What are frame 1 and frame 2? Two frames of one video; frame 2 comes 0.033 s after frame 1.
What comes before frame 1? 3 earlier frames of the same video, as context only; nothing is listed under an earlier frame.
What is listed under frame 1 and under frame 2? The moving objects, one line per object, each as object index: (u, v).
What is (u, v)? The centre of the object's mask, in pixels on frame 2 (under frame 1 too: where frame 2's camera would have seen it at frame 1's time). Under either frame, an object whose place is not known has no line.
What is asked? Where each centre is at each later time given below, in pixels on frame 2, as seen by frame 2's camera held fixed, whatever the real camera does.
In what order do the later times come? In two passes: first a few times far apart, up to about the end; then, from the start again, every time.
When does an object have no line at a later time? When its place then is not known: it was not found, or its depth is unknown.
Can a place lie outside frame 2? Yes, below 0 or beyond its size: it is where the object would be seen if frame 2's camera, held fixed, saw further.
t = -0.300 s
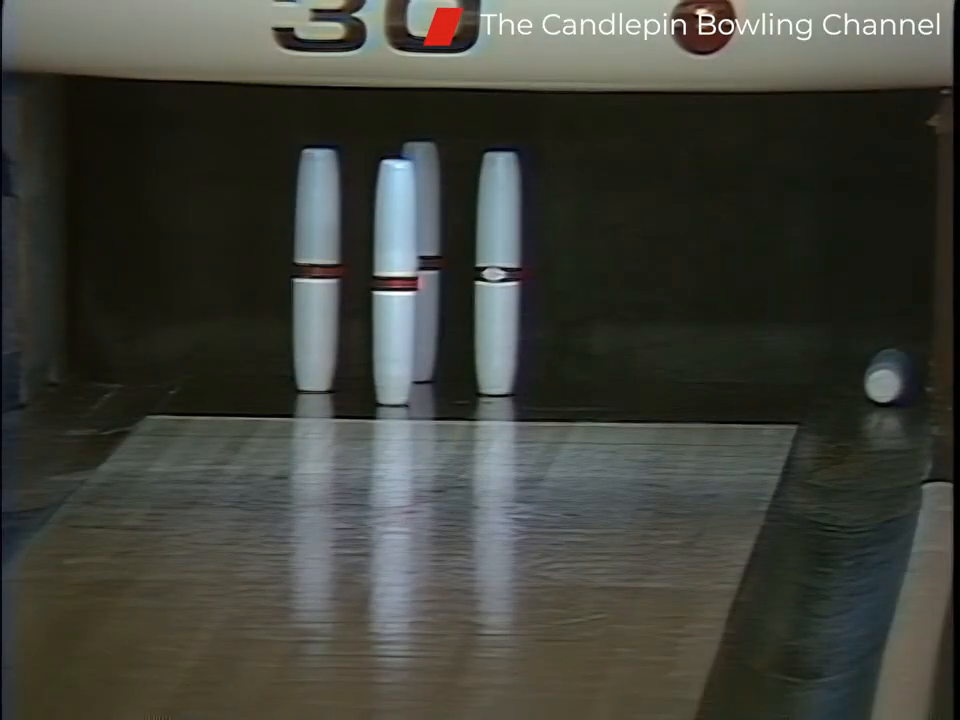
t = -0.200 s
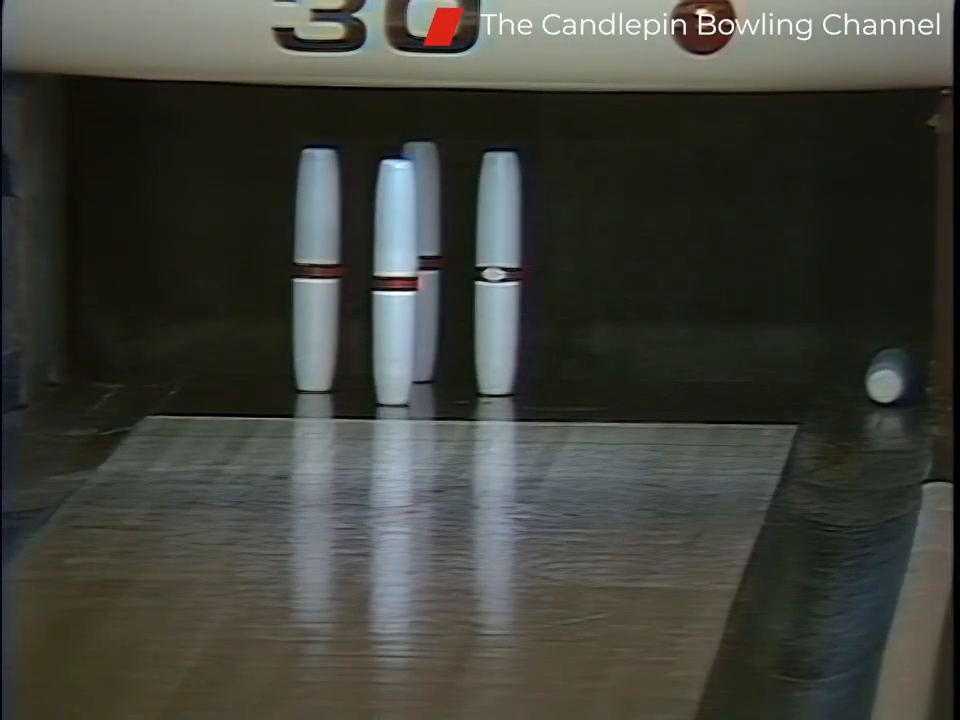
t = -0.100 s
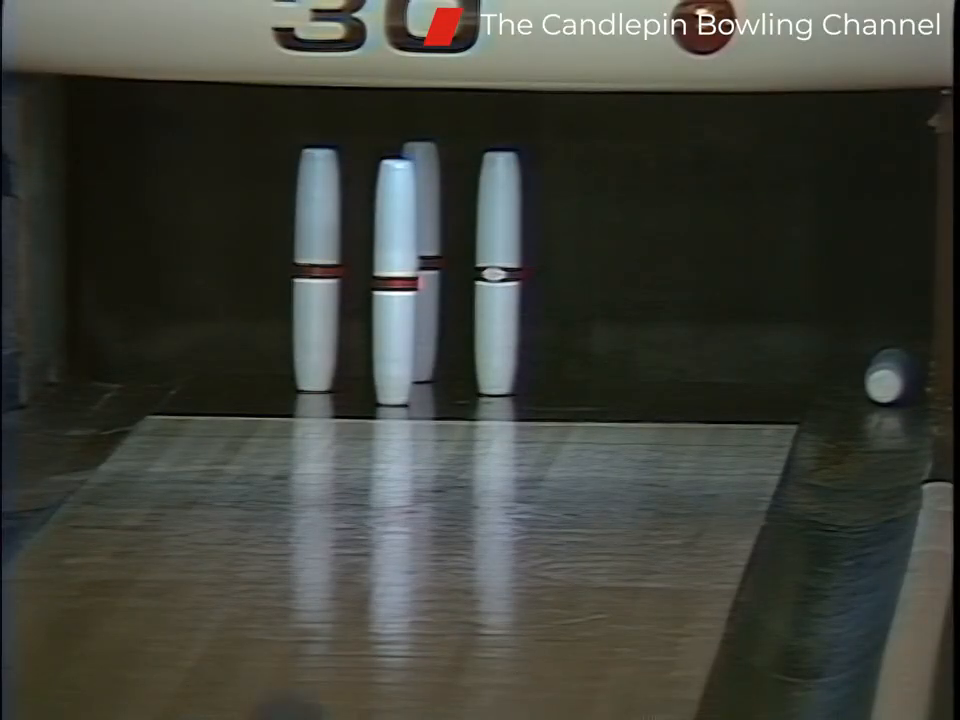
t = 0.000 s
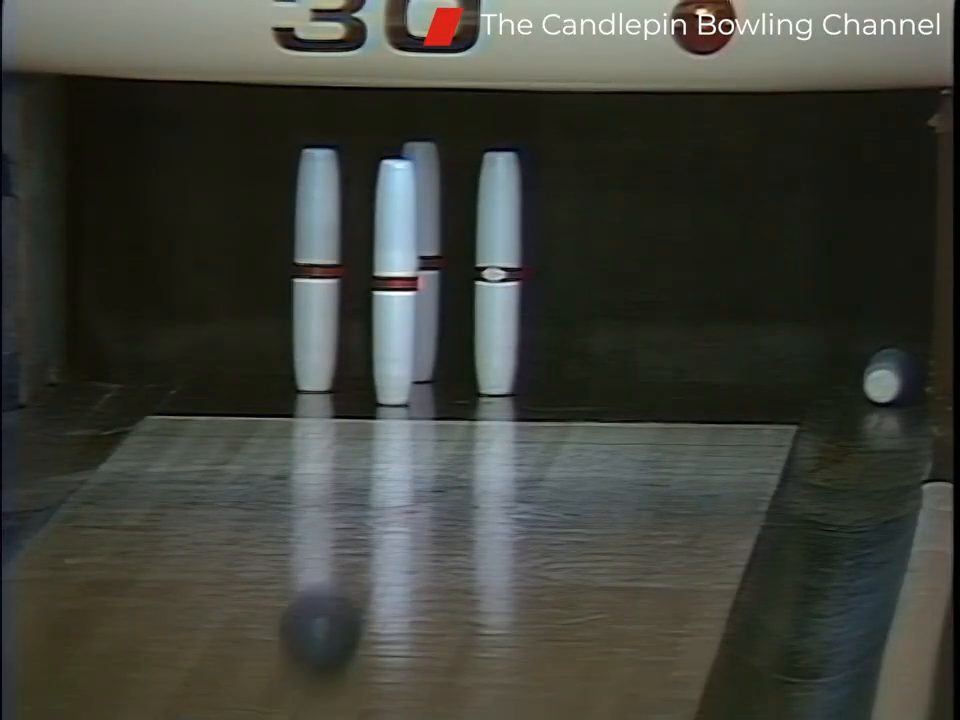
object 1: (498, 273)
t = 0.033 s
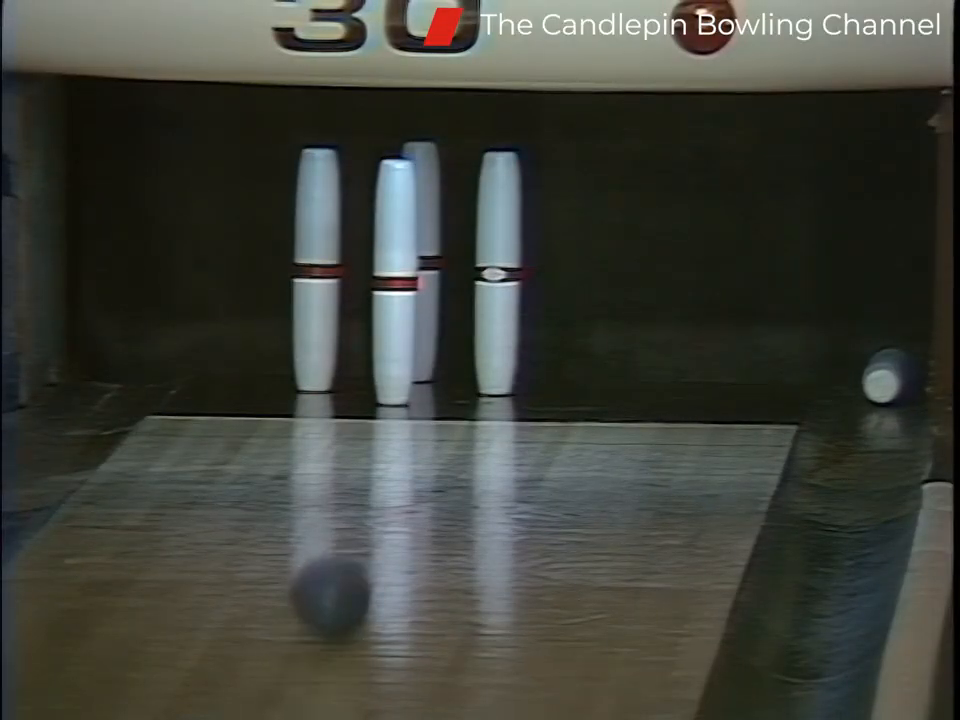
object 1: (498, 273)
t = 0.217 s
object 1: (498, 273)
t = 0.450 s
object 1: (574, 277)
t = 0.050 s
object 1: (498, 273)
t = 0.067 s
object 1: (498, 273)
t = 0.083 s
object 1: (498, 273)
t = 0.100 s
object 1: (498, 273)
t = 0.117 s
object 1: (498, 273)
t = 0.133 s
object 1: (498, 273)
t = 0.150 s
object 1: (498, 273)
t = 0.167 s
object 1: (498, 273)
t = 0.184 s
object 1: (498, 273)
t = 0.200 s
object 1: (498, 273)
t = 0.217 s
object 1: (498, 273)
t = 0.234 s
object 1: (498, 273)
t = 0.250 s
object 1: (498, 273)
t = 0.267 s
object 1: (498, 273)
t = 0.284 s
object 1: (498, 273)
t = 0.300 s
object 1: (498, 273)
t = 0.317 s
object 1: (498, 273)
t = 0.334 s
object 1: (498, 273)
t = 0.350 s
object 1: (498, 273)
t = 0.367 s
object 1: (499, 276)
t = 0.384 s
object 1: (513, 274)
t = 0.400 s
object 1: (532, 276)
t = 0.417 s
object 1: (548, 279)
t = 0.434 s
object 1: (562, 273)
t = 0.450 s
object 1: (574, 277)
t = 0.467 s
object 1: (584, 281)
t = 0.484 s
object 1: (594, 293)
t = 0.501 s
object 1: (613, 303)
